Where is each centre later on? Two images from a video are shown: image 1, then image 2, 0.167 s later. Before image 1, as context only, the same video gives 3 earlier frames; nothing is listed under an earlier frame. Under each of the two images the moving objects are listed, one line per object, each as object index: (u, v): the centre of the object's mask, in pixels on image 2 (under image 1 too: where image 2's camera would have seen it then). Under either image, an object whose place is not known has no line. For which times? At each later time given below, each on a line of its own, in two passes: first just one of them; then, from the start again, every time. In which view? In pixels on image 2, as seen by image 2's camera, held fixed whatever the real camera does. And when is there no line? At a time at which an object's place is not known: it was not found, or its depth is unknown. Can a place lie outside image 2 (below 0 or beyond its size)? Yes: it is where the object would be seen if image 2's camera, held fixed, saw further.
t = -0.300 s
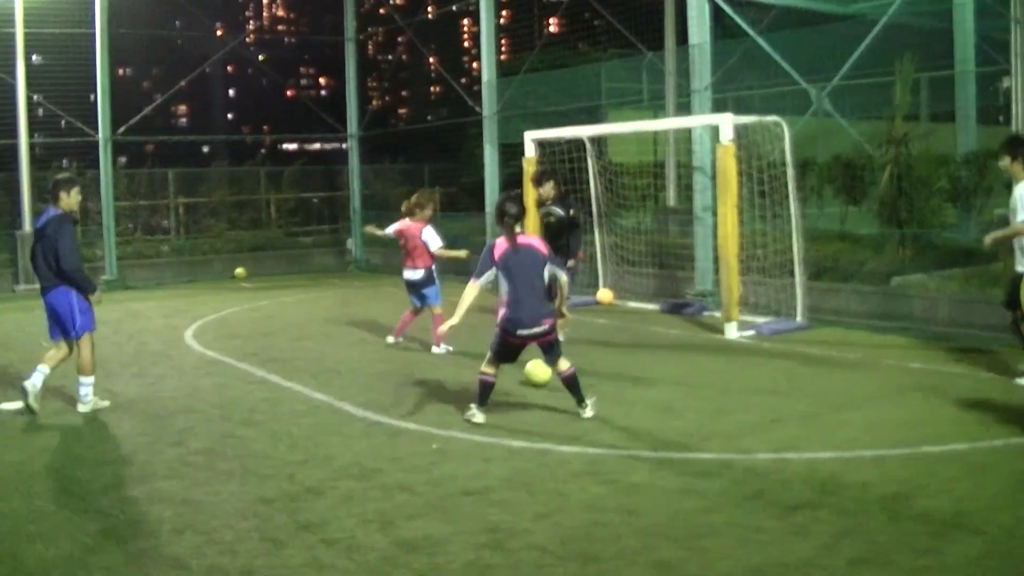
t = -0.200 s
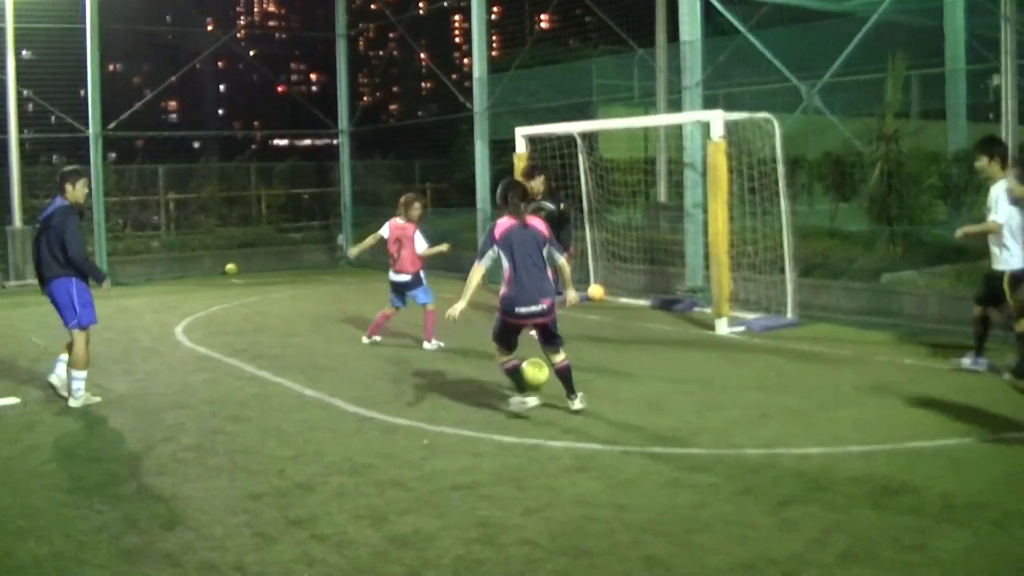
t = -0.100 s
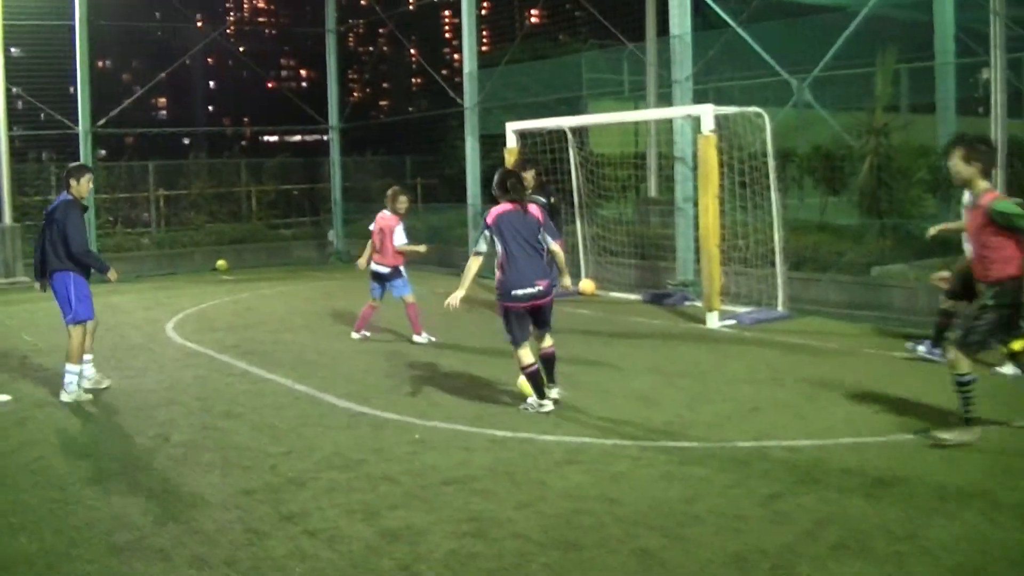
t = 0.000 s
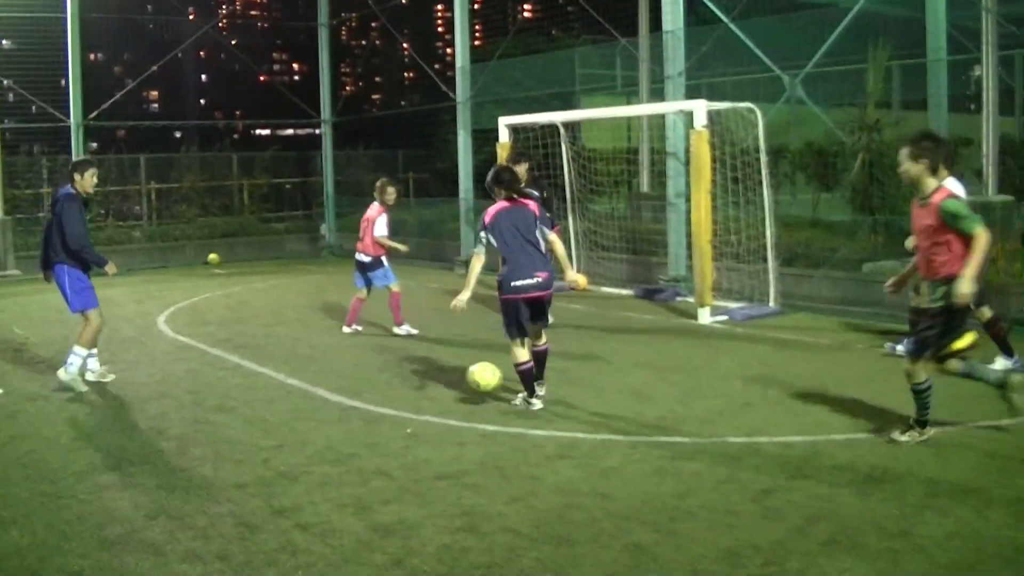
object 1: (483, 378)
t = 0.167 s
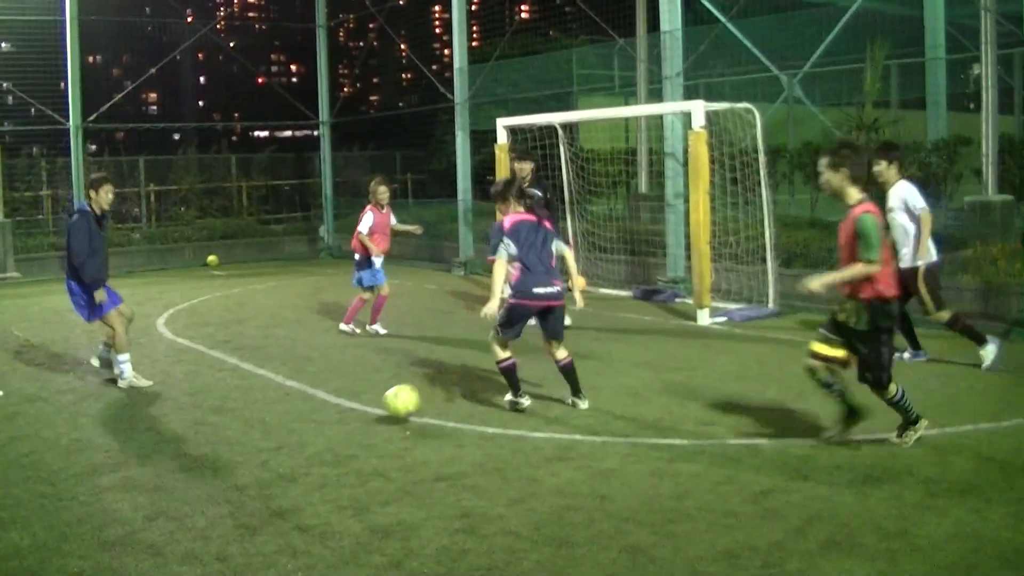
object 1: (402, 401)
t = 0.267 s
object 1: (361, 412)
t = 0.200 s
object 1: (385, 411)
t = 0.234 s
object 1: (372, 412)
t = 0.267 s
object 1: (361, 412)
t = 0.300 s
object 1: (349, 414)
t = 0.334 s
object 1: (337, 417)
